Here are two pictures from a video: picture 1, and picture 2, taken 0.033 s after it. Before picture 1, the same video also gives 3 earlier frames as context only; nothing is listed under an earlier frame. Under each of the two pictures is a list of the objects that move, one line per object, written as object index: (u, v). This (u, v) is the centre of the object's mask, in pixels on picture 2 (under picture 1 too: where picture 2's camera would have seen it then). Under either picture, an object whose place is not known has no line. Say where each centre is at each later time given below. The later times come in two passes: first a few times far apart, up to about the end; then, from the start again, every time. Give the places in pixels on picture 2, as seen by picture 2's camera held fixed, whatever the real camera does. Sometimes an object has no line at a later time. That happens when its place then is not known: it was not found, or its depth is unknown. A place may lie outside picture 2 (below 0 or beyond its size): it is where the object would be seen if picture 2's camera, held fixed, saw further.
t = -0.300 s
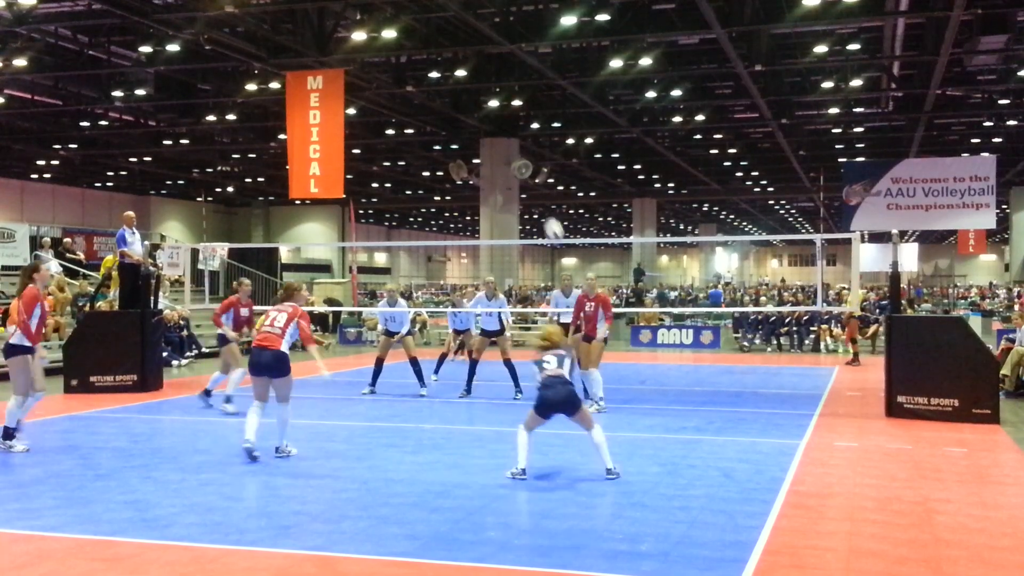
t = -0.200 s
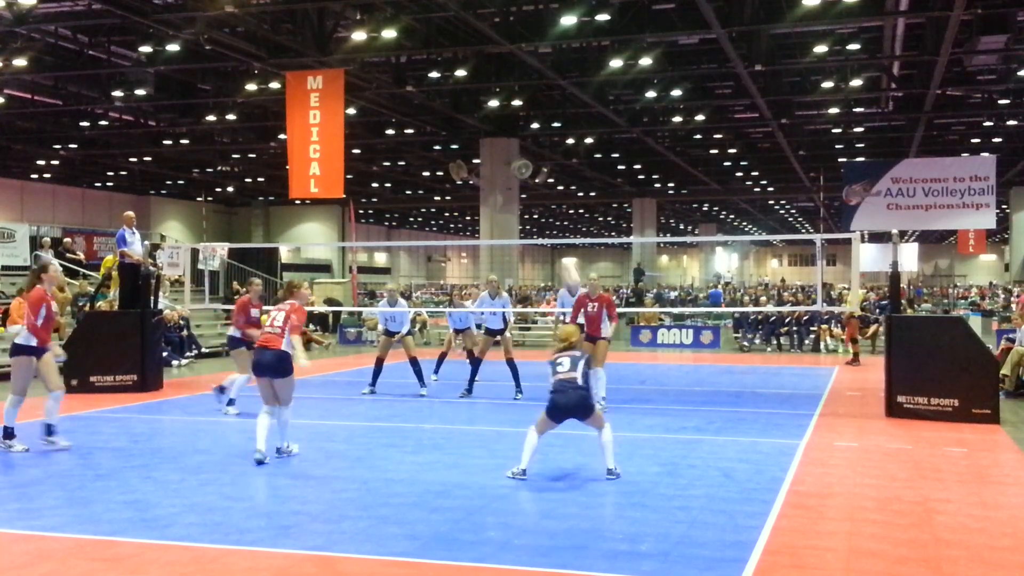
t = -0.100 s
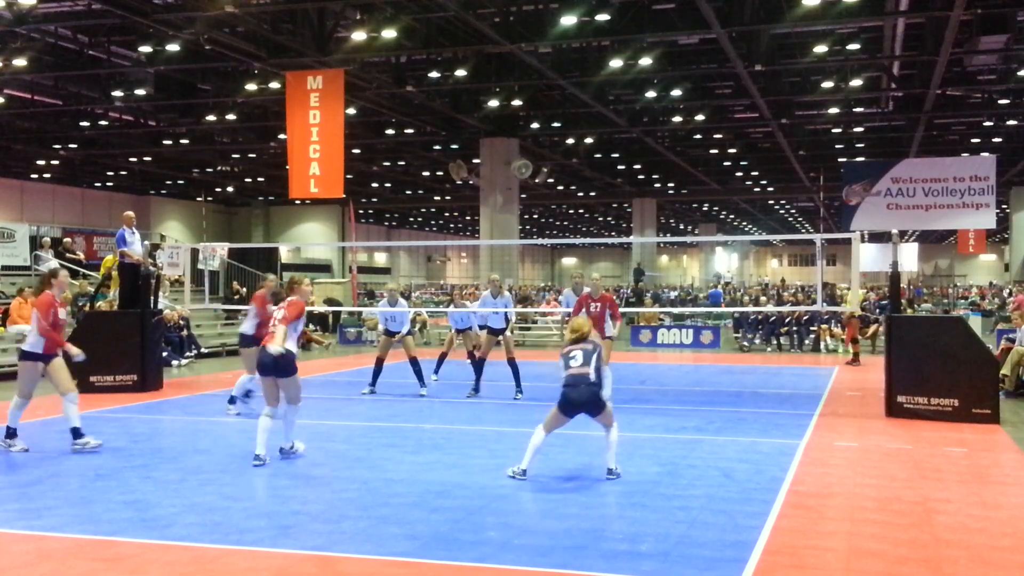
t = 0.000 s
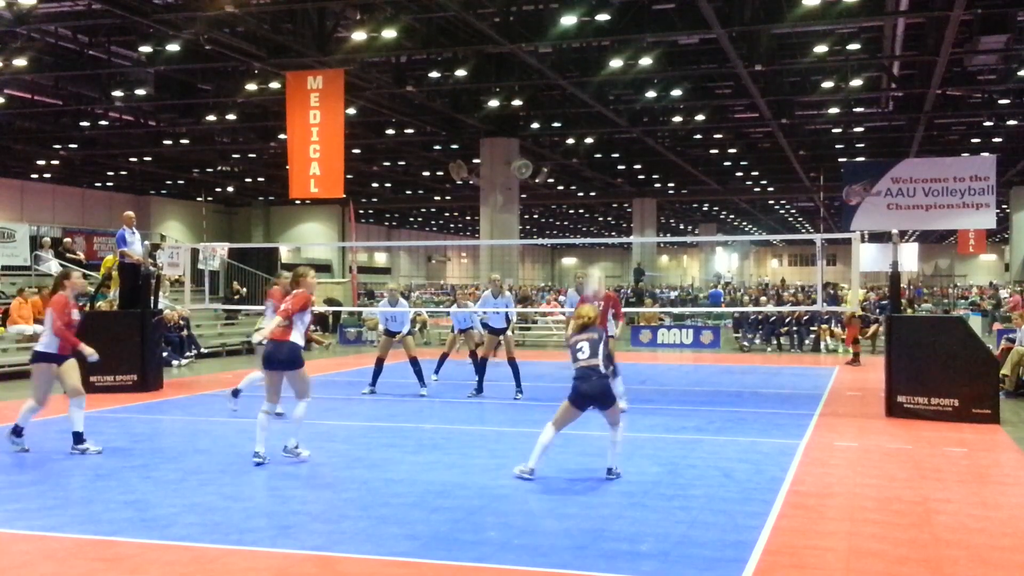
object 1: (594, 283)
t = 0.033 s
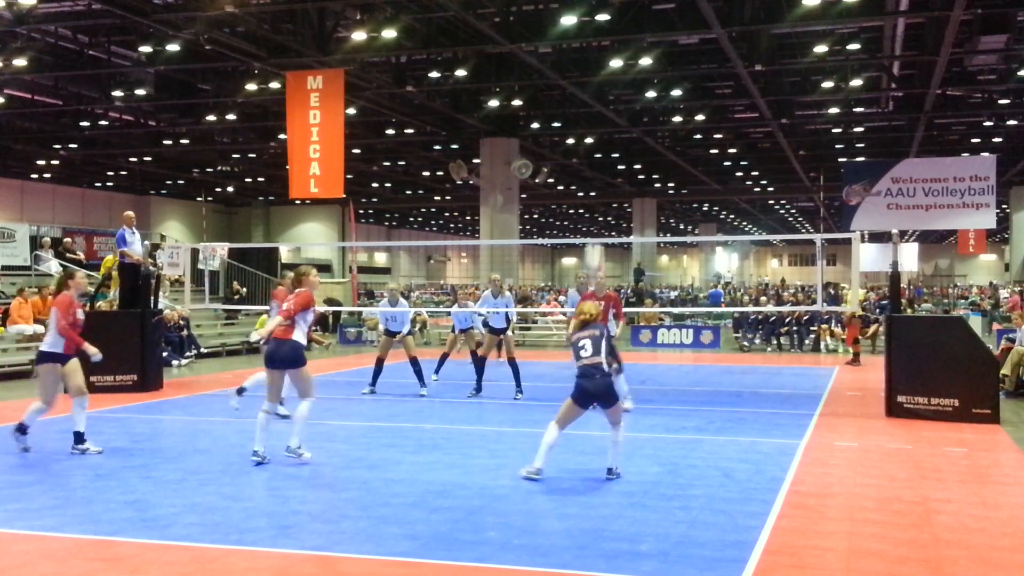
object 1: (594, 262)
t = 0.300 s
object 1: (587, 118)
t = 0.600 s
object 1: (578, 63)
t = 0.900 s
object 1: (570, 86)
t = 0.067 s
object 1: (593, 234)
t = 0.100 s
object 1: (592, 215)
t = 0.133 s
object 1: (592, 196)
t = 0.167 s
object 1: (591, 178)
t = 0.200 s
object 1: (589, 161)
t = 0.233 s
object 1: (589, 147)
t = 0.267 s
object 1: (588, 132)
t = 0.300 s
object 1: (587, 118)
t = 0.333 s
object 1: (586, 106)
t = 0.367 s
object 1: (585, 97)
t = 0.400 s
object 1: (584, 90)
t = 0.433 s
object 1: (583, 83)
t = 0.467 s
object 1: (582, 75)
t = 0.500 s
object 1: (581, 71)
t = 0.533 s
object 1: (580, 67)
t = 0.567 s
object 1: (579, 64)
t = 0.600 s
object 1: (578, 63)
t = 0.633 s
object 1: (577, 62)
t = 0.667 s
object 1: (576, 62)
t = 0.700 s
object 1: (576, 63)
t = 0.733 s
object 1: (575, 64)
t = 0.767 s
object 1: (574, 67)
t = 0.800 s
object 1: (573, 71)
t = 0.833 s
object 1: (572, 75)
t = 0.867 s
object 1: (571, 80)
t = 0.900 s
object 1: (570, 86)
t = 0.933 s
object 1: (570, 93)
